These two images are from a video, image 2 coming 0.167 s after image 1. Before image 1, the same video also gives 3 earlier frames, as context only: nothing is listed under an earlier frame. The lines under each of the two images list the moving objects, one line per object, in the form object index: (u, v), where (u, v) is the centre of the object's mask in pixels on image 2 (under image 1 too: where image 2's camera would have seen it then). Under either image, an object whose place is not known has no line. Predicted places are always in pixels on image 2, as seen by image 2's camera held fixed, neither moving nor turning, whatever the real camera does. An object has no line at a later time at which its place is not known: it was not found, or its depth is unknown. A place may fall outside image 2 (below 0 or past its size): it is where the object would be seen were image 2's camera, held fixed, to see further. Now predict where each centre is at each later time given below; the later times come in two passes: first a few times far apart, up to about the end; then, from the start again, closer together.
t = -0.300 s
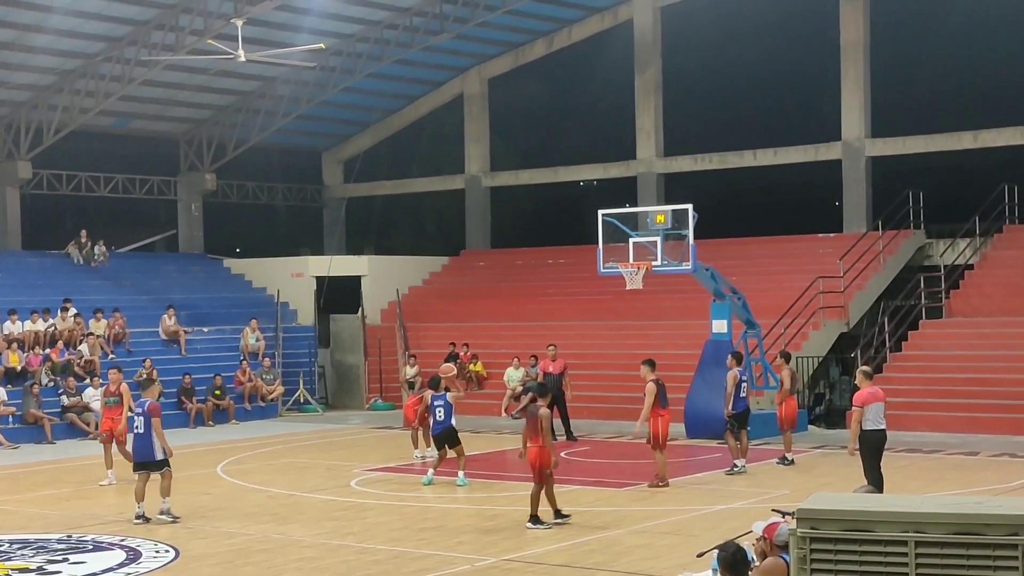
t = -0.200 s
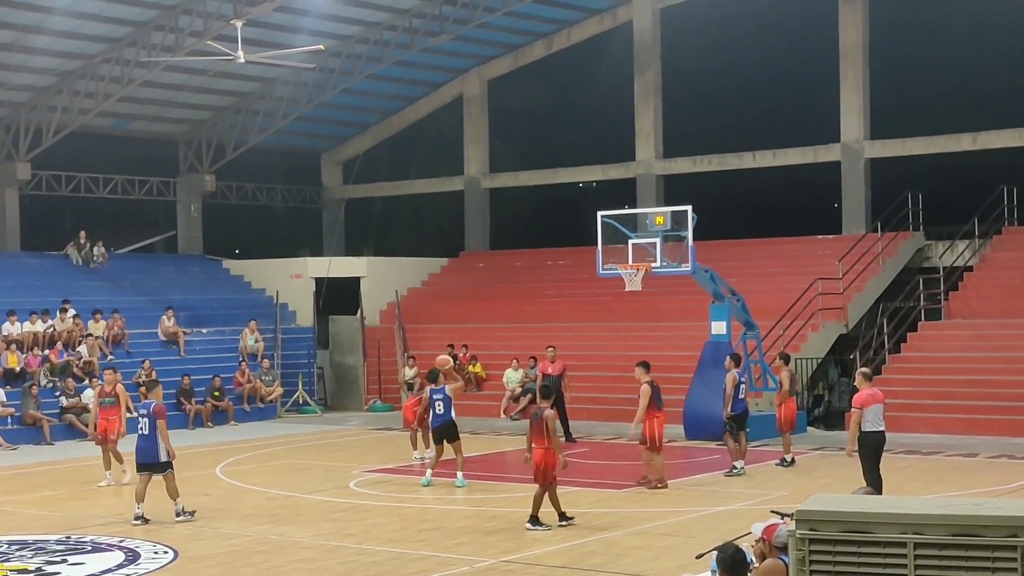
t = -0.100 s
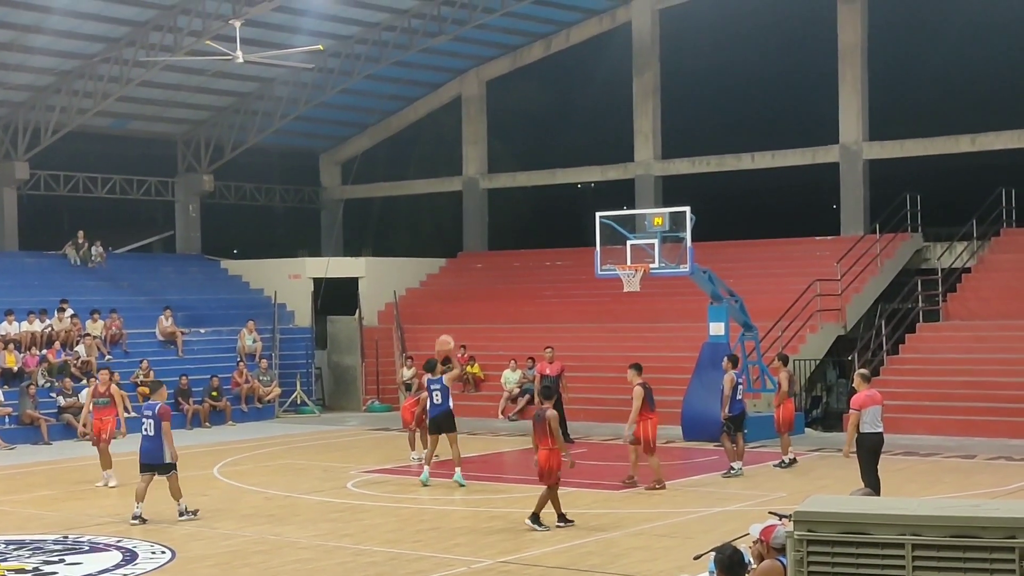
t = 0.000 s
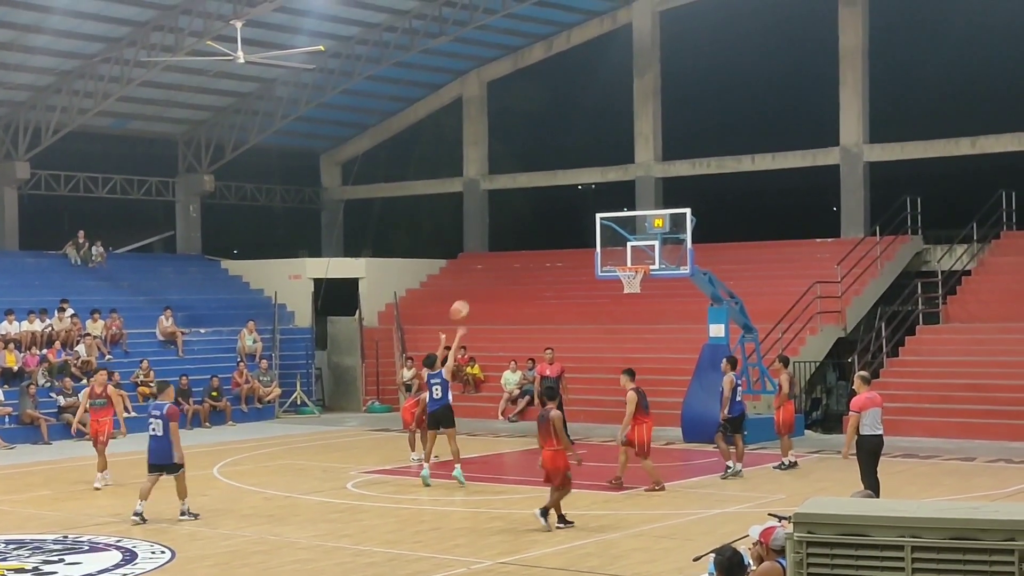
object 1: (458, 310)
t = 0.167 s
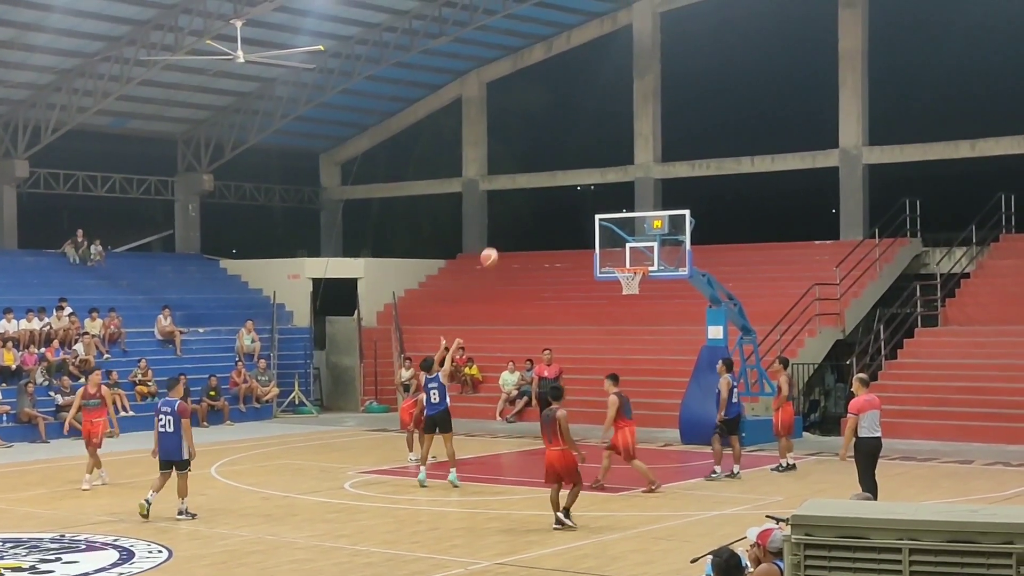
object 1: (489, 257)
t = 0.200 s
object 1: (495, 249)
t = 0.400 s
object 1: (530, 216)
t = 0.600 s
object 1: (563, 209)
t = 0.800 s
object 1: (593, 228)
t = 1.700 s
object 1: (620, 325)
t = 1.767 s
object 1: (618, 342)
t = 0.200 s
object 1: (495, 249)
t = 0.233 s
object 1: (501, 241)
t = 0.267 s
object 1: (507, 235)
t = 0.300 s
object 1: (513, 229)
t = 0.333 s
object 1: (519, 224)
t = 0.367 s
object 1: (524, 219)
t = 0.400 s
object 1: (530, 216)
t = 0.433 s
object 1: (536, 213)
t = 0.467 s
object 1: (541, 211)
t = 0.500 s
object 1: (547, 209)
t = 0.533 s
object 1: (552, 209)
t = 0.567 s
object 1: (558, 209)
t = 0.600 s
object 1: (563, 209)
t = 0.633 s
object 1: (568, 211)
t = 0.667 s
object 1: (574, 213)
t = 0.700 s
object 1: (579, 216)
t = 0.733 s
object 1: (584, 219)
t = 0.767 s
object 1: (588, 223)
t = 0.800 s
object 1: (593, 228)
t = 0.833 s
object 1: (599, 233)
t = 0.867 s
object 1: (604, 239)
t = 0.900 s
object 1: (609, 245)
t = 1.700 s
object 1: (620, 325)
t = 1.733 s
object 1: (619, 334)
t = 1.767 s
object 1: (618, 342)
